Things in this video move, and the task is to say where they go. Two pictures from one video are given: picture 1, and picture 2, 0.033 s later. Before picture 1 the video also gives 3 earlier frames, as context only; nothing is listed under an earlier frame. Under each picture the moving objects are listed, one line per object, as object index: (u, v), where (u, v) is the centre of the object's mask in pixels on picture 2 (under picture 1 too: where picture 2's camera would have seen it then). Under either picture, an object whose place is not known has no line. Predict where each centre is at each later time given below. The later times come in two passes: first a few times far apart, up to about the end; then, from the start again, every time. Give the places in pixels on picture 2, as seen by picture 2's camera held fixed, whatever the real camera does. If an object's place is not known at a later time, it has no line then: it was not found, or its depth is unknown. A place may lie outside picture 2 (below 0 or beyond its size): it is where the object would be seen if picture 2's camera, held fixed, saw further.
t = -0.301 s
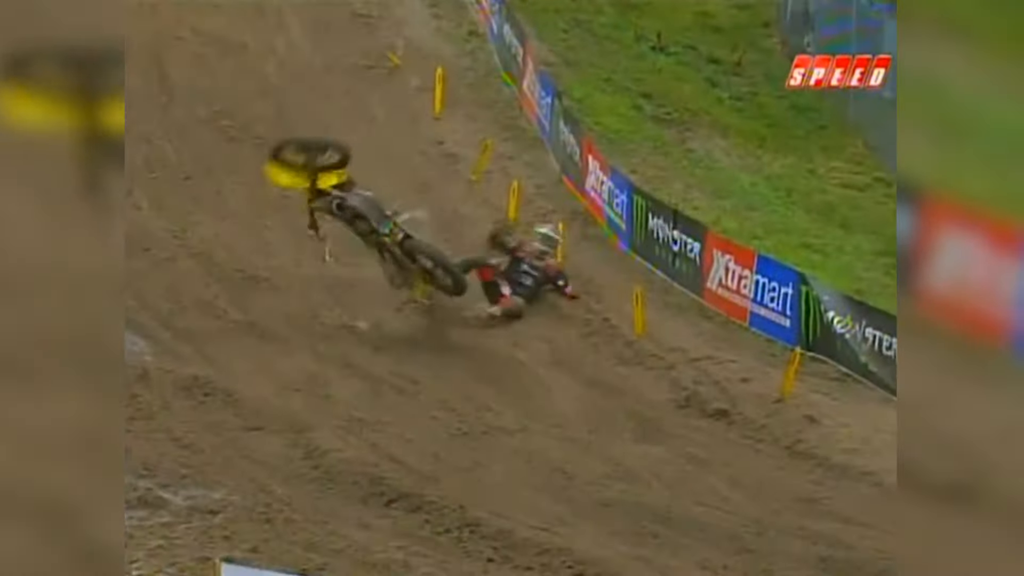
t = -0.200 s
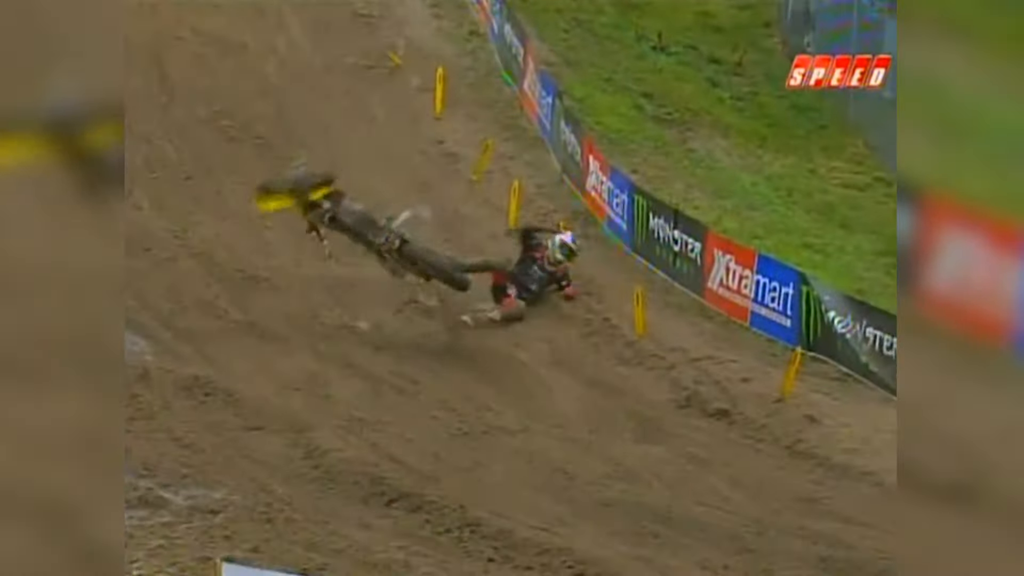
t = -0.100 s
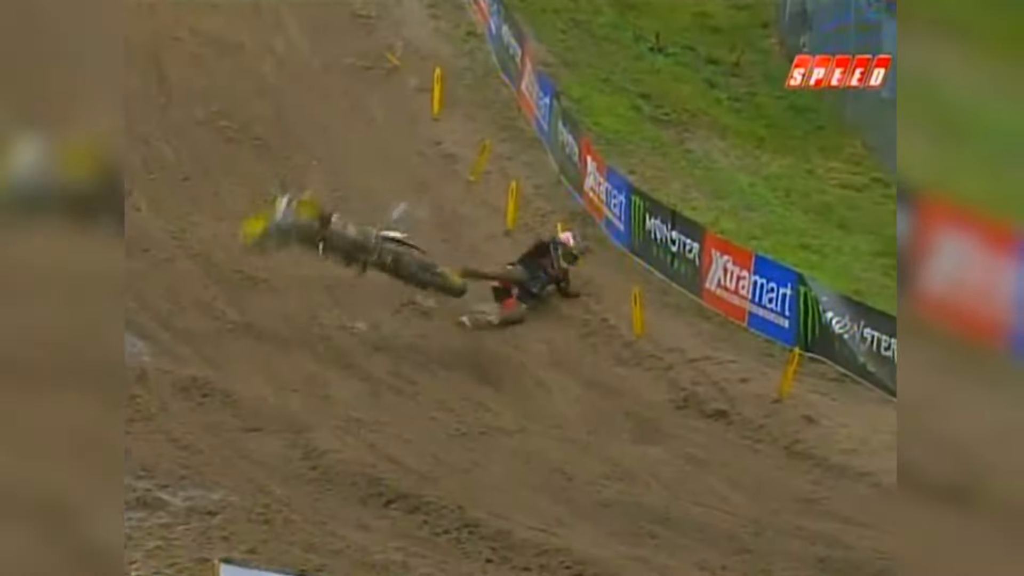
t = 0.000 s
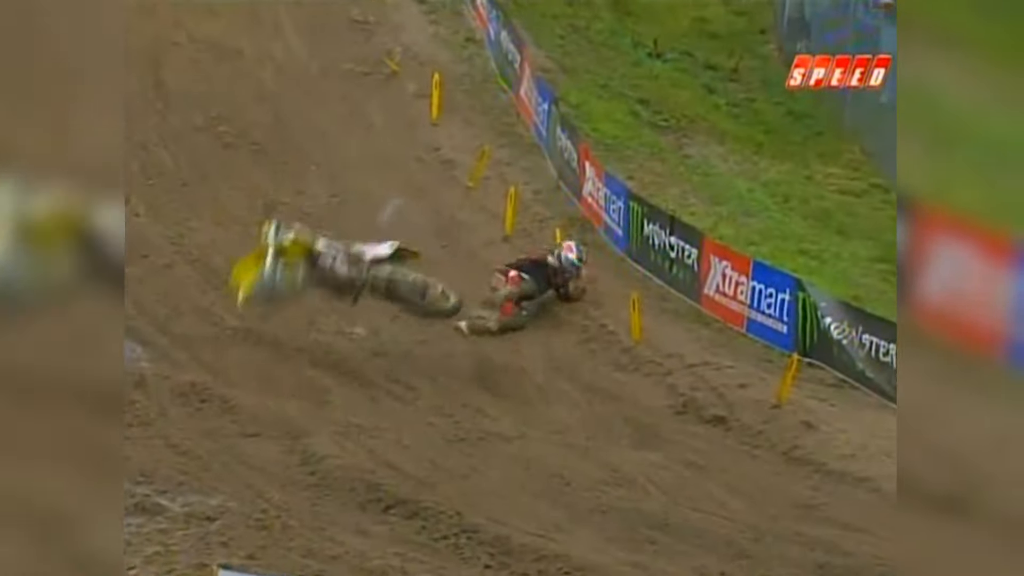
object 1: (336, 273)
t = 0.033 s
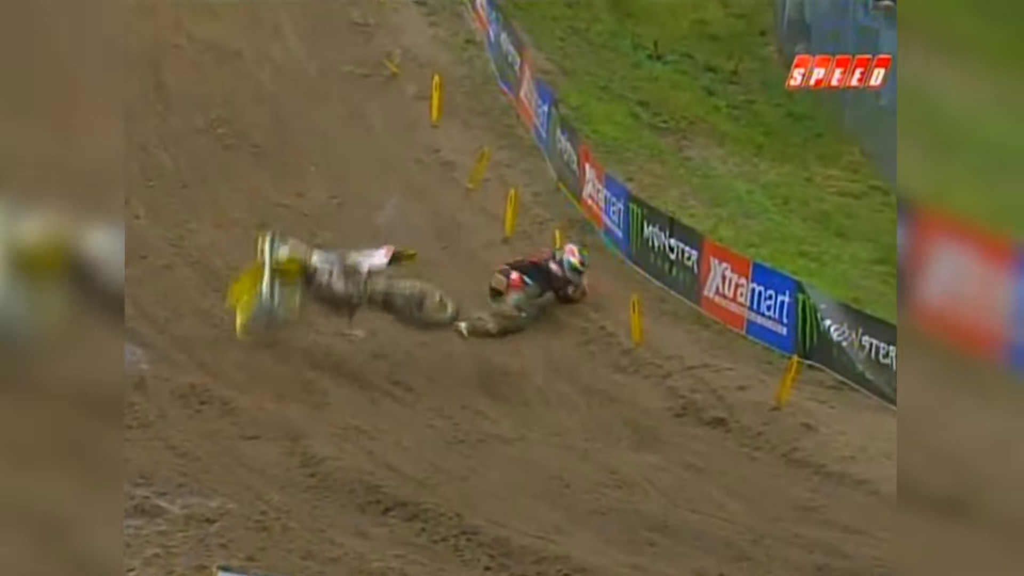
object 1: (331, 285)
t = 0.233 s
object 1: (323, 353)
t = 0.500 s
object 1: (372, 389)
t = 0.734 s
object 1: (373, 390)
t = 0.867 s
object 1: (372, 390)
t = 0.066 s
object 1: (325, 298)
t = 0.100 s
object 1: (322, 310)
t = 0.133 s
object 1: (322, 325)
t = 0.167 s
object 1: (323, 334)
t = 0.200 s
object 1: (325, 343)
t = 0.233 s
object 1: (323, 353)
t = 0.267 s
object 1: (328, 361)
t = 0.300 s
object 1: (336, 366)
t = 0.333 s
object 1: (341, 373)
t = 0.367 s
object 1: (346, 377)
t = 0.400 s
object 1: (354, 381)
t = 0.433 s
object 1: (363, 385)
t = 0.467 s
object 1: (368, 389)
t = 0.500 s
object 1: (372, 389)
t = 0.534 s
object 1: (375, 391)
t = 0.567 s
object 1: (372, 391)
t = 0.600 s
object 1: (372, 390)
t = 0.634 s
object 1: (372, 390)
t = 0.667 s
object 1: (373, 390)
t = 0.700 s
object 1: (373, 390)
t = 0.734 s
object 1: (373, 390)
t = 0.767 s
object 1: (373, 390)
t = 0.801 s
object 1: (373, 390)
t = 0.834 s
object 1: (373, 390)
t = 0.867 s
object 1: (372, 390)
